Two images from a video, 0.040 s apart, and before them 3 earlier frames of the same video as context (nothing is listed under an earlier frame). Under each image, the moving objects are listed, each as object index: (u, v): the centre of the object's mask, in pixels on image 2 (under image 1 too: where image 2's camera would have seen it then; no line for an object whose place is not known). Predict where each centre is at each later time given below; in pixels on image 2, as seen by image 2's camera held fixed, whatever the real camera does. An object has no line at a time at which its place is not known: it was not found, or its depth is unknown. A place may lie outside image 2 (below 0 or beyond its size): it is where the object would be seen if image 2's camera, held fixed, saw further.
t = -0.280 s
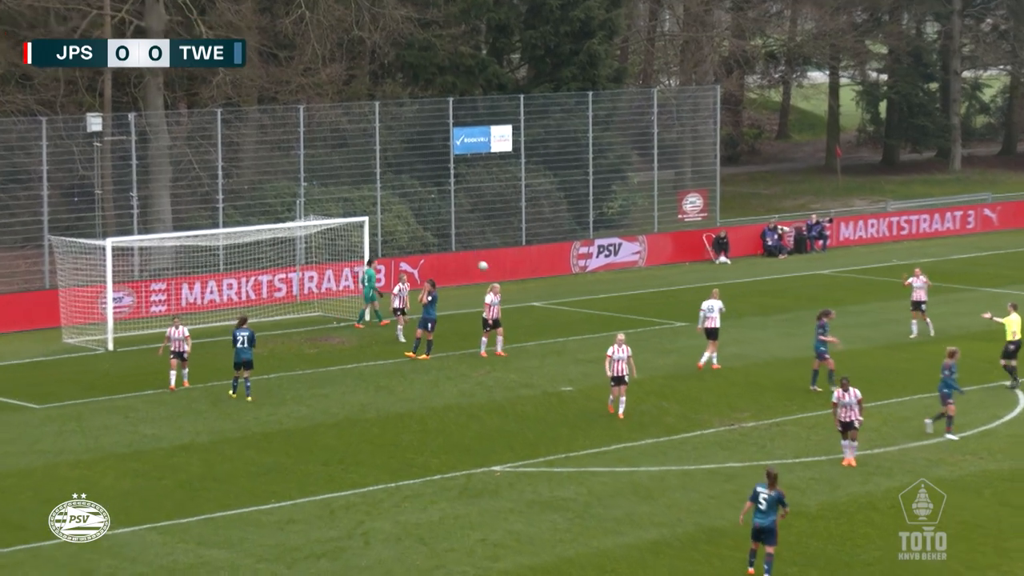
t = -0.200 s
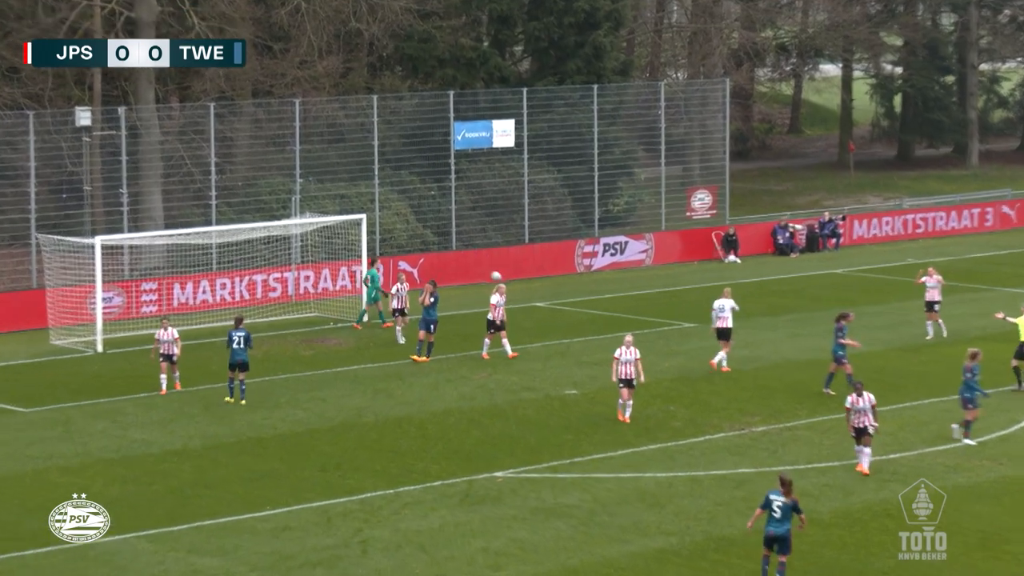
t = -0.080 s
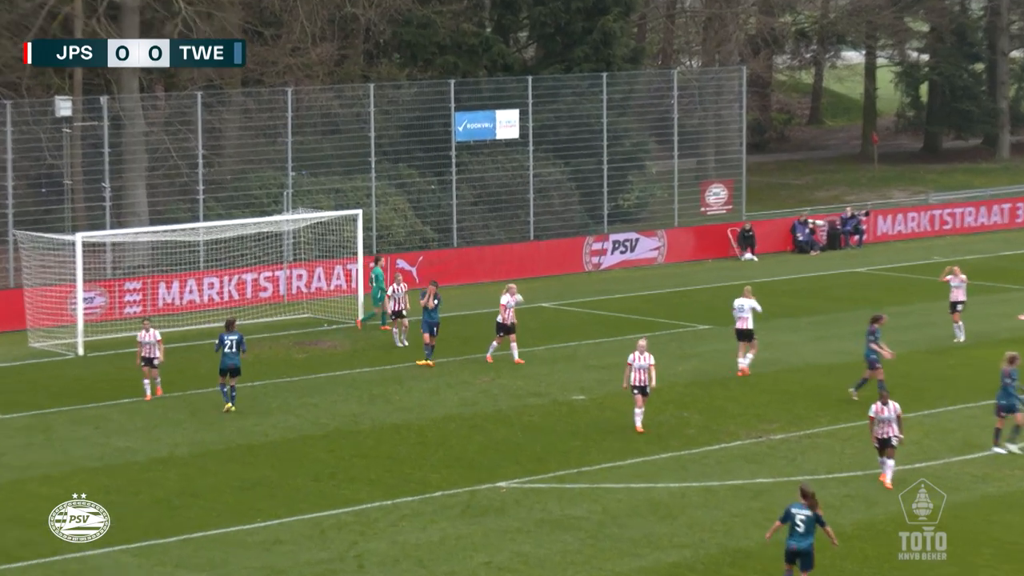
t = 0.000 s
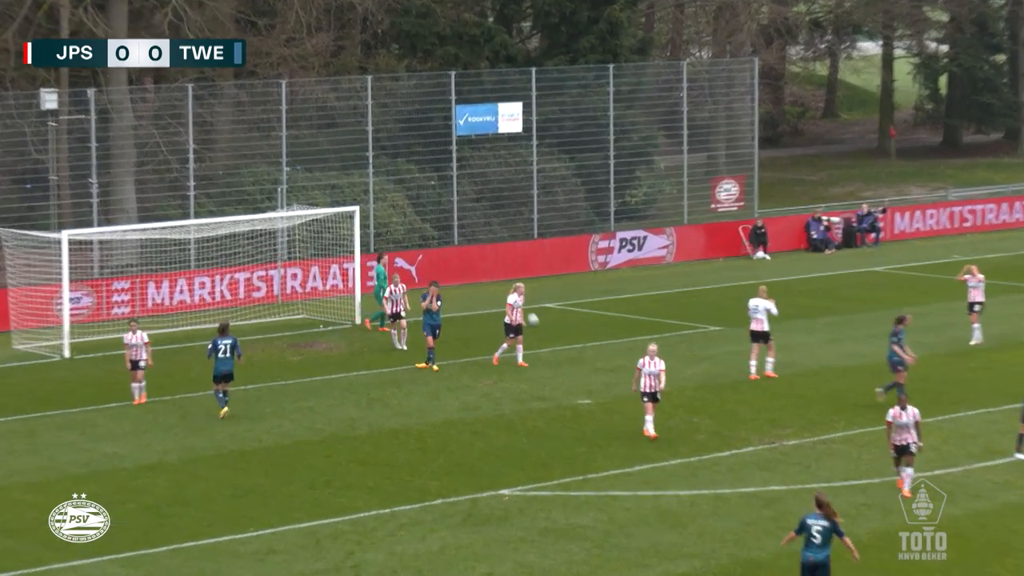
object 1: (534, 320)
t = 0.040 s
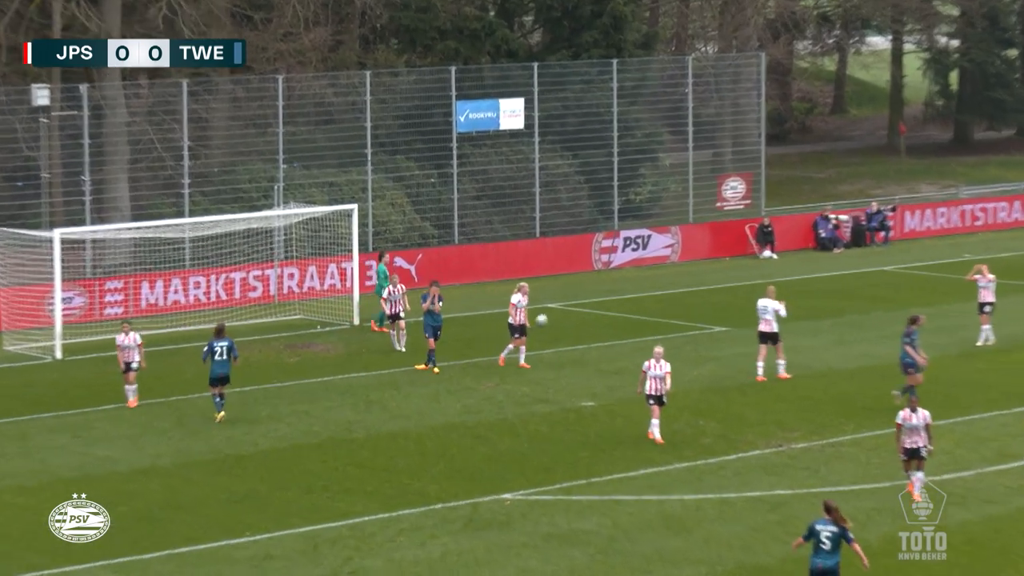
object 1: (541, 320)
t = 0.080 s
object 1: (547, 313)
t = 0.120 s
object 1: (553, 308)
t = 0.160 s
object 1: (560, 303)
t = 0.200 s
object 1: (567, 300)
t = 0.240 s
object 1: (573, 297)
